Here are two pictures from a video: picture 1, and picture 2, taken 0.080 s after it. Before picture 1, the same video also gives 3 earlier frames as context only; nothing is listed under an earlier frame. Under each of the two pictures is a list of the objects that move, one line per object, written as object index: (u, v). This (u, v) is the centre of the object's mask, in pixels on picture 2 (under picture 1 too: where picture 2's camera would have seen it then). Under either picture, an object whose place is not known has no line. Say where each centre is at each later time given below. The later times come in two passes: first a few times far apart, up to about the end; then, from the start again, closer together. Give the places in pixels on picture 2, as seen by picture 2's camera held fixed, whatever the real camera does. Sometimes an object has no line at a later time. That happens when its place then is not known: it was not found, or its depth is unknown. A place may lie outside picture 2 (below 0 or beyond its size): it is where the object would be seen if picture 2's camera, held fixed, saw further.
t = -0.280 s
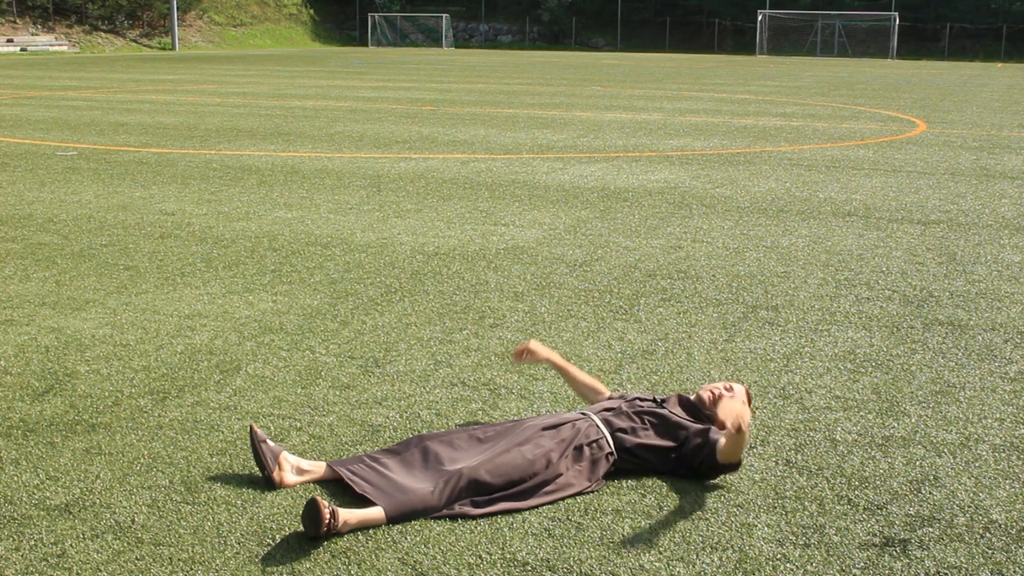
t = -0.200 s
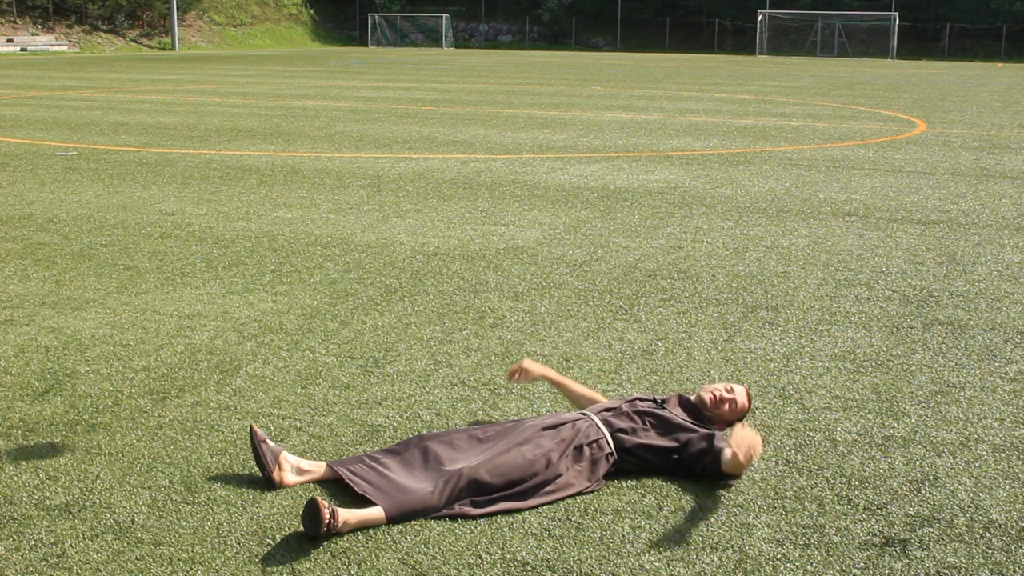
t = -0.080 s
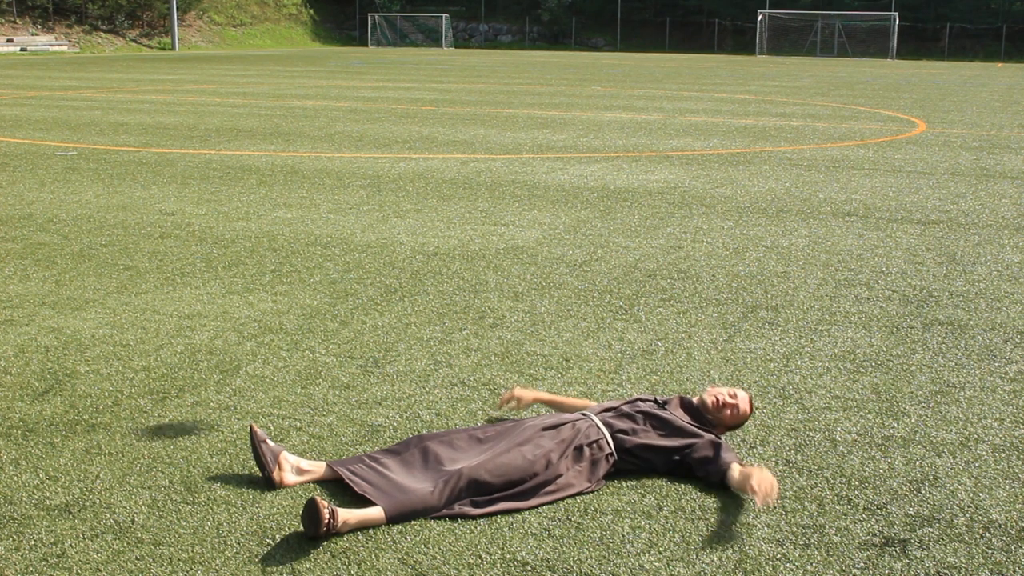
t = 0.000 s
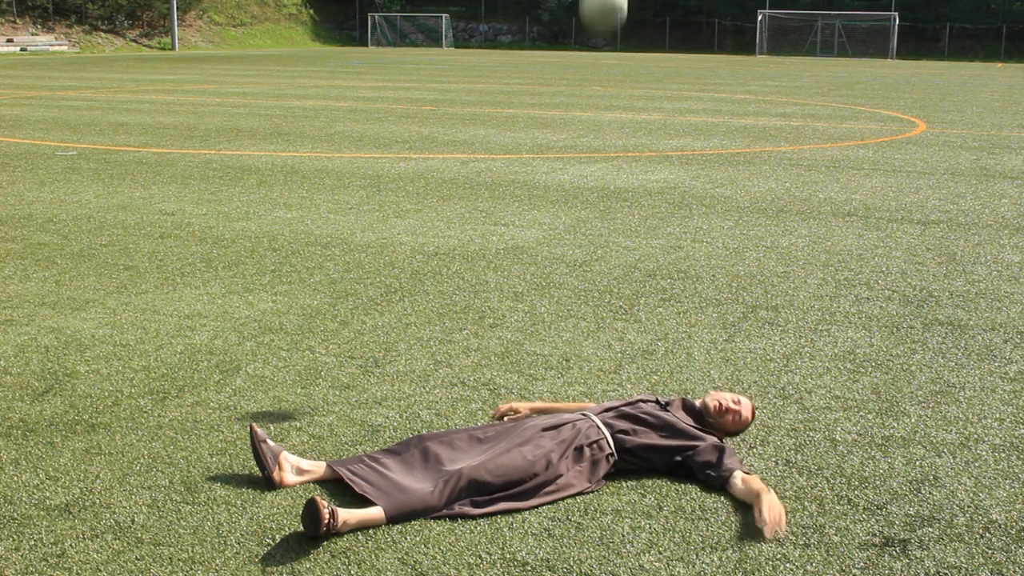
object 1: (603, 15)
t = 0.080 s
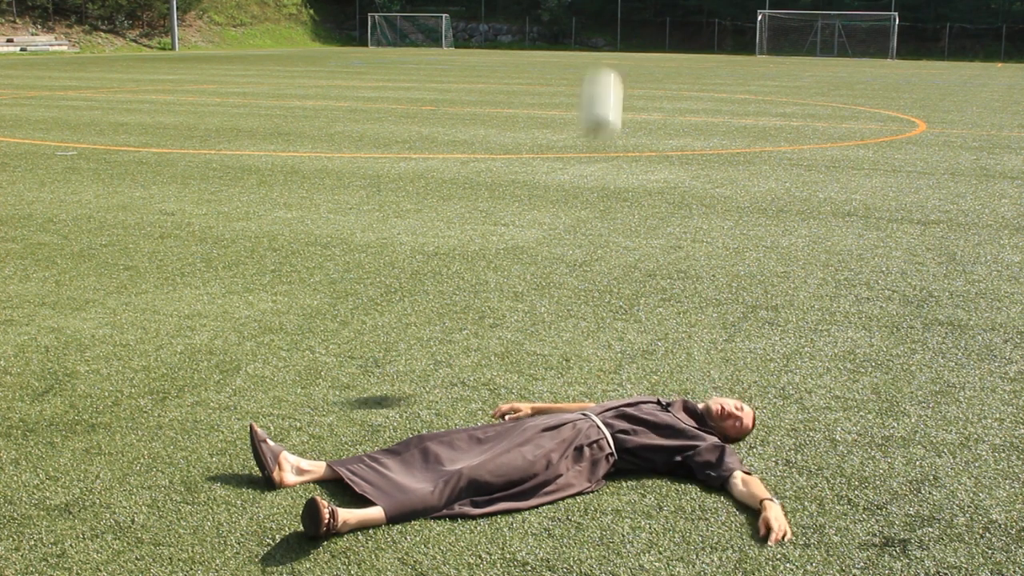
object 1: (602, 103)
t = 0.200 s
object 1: (597, 299)
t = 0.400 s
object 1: (594, 239)
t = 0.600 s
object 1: (593, 167)
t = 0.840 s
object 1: (593, 188)
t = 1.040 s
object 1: (594, 297)
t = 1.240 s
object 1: (597, 305)
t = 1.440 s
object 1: (602, 297)
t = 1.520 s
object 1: (604, 315)
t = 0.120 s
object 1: (601, 168)
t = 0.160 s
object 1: (599, 233)
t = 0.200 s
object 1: (597, 299)
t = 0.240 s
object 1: (594, 351)
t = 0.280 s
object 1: (595, 320)
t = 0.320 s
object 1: (594, 289)
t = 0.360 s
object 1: (595, 262)
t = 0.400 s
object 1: (594, 239)
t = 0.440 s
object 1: (595, 218)
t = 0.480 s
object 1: (595, 200)
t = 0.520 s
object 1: (595, 185)
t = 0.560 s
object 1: (593, 174)
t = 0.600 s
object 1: (593, 167)
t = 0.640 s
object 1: (593, 163)
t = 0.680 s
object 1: (593, 162)
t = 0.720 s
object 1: (593, 163)
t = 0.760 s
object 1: (593, 168)
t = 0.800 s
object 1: (592, 176)
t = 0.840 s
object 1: (593, 188)
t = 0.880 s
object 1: (593, 204)
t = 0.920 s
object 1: (593, 221)
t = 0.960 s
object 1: (593, 243)
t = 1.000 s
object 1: (594, 269)
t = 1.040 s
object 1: (594, 297)
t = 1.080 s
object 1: (594, 328)
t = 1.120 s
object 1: (593, 346)
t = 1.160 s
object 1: (594, 329)
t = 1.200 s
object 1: (595, 316)
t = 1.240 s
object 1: (597, 305)
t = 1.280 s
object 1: (597, 297)
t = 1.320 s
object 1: (598, 292)
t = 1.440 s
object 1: (602, 297)
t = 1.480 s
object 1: (603, 304)
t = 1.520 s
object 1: (604, 315)
